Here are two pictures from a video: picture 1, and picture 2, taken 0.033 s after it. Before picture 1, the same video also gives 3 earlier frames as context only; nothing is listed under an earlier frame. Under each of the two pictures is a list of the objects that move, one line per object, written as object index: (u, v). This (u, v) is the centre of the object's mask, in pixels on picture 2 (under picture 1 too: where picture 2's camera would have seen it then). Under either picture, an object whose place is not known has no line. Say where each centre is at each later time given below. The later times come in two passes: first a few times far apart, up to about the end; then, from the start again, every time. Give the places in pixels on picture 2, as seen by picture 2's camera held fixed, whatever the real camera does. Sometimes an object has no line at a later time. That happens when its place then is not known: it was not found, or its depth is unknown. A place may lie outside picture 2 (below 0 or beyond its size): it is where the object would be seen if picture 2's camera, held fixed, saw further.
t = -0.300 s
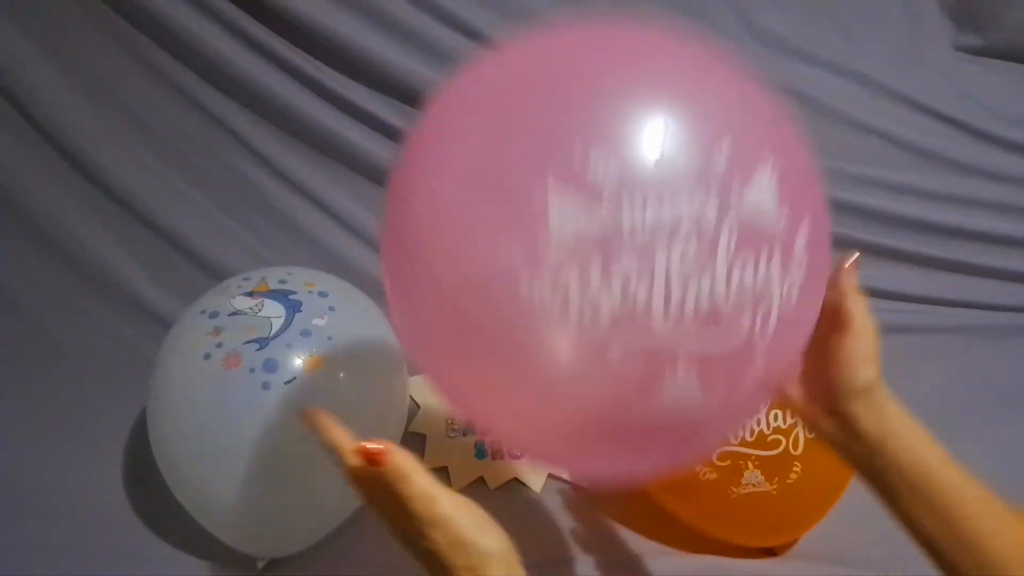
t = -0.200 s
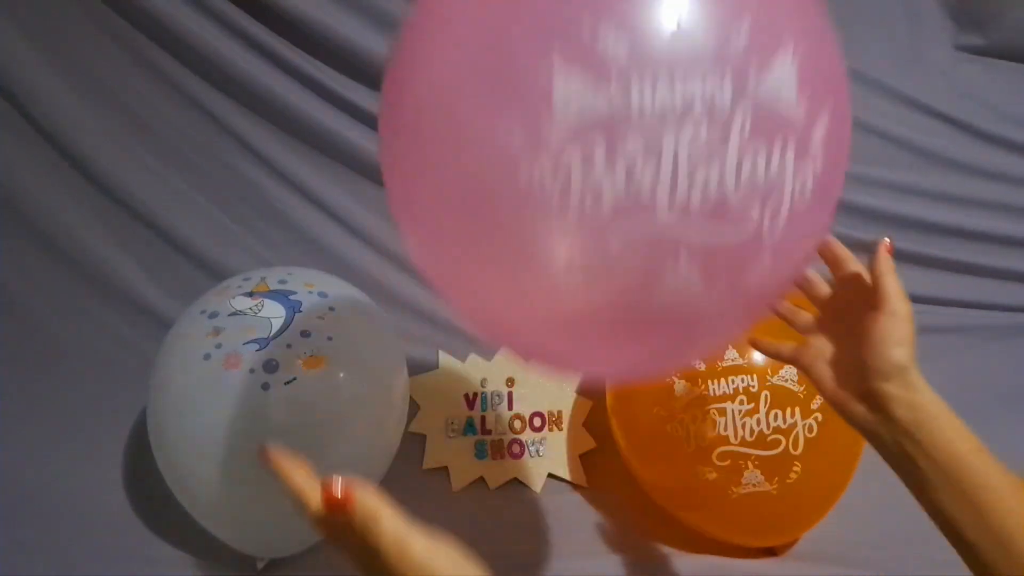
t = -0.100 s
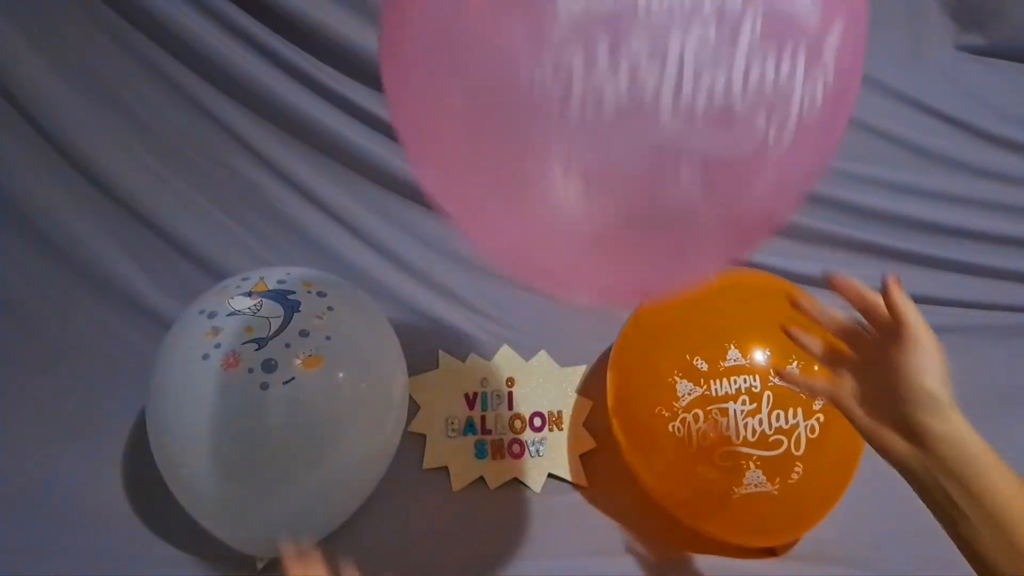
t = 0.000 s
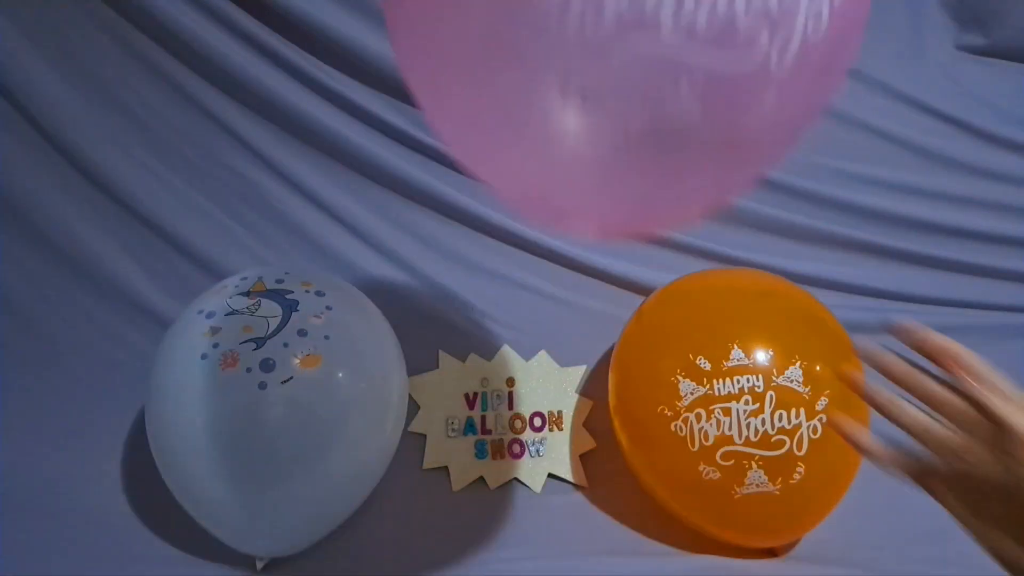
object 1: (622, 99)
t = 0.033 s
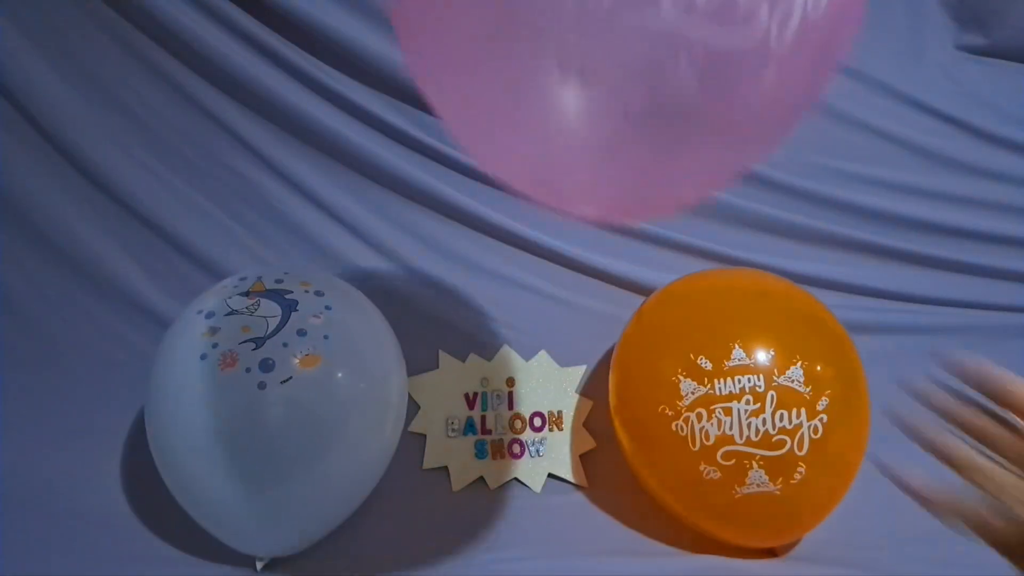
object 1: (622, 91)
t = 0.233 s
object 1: (617, 65)
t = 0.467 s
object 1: (615, 70)
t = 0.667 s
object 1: (615, 105)
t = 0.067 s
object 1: (621, 84)
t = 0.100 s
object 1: (621, 79)
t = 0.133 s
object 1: (620, 73)
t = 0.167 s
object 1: (620, 70)
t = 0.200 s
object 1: (618, 67)
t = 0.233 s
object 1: (617, 65)
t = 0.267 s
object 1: (617, 62)
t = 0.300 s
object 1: (616, 61)
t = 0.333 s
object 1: (615, 61)
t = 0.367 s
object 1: (615, 62)
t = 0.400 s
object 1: (614, 64)
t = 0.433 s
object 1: (615, 67)
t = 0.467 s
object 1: (615, 70)
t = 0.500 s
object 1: (615, 74)
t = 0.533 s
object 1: (615, 78)
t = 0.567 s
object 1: (615, 84)
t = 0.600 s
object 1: (615, 90)
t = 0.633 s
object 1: (615, 97)
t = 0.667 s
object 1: (615, 105)
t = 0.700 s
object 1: (616, 112)
